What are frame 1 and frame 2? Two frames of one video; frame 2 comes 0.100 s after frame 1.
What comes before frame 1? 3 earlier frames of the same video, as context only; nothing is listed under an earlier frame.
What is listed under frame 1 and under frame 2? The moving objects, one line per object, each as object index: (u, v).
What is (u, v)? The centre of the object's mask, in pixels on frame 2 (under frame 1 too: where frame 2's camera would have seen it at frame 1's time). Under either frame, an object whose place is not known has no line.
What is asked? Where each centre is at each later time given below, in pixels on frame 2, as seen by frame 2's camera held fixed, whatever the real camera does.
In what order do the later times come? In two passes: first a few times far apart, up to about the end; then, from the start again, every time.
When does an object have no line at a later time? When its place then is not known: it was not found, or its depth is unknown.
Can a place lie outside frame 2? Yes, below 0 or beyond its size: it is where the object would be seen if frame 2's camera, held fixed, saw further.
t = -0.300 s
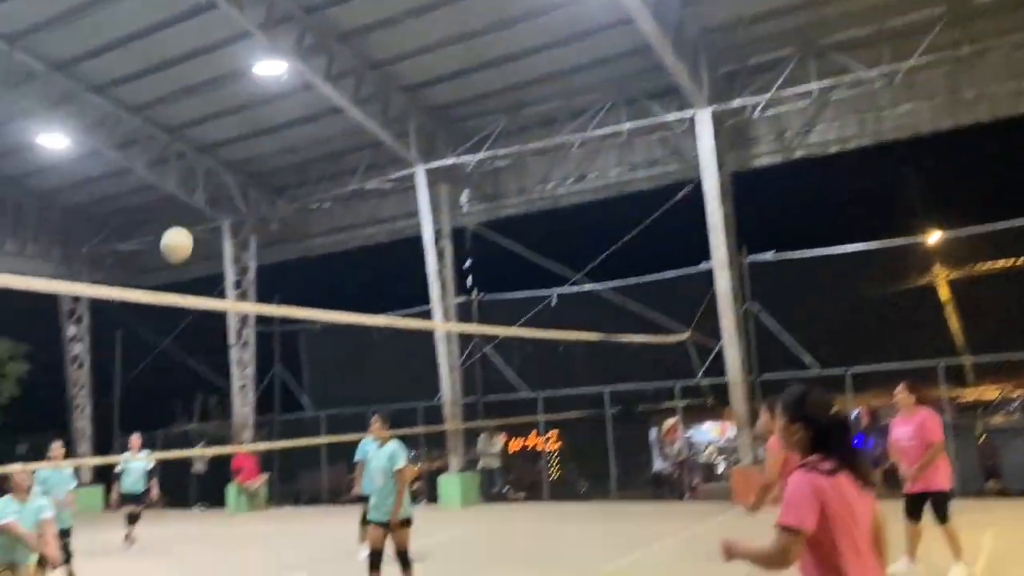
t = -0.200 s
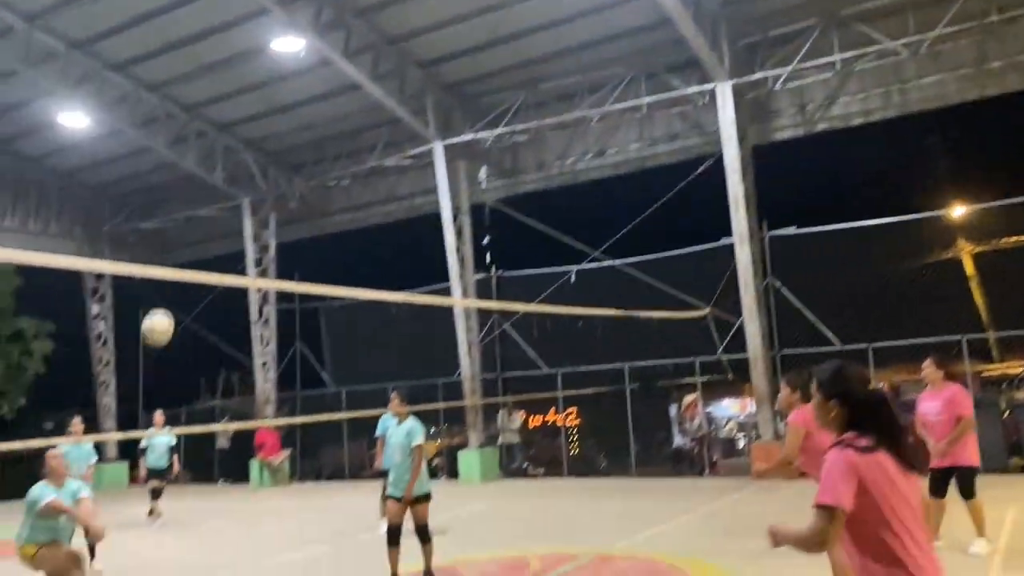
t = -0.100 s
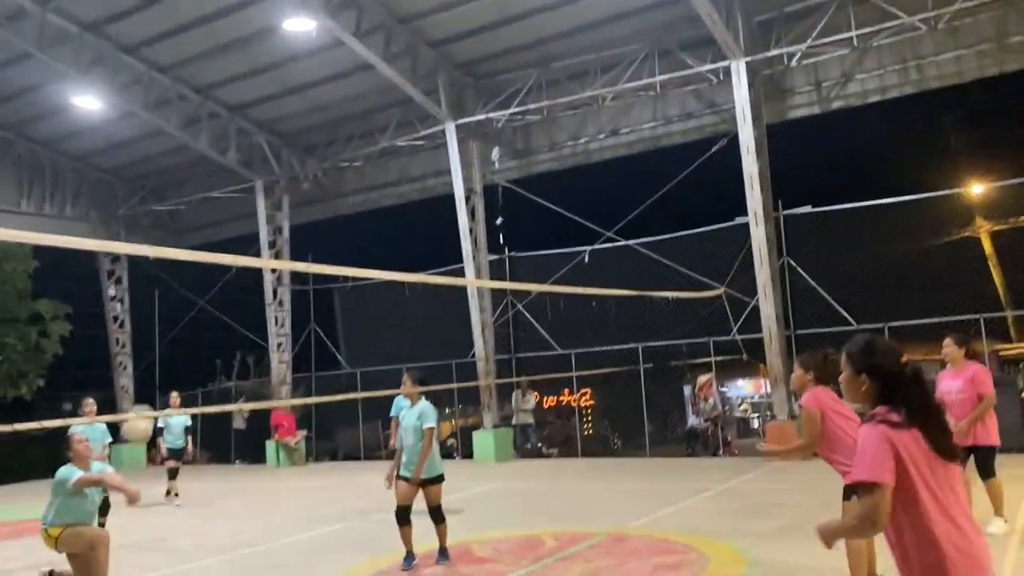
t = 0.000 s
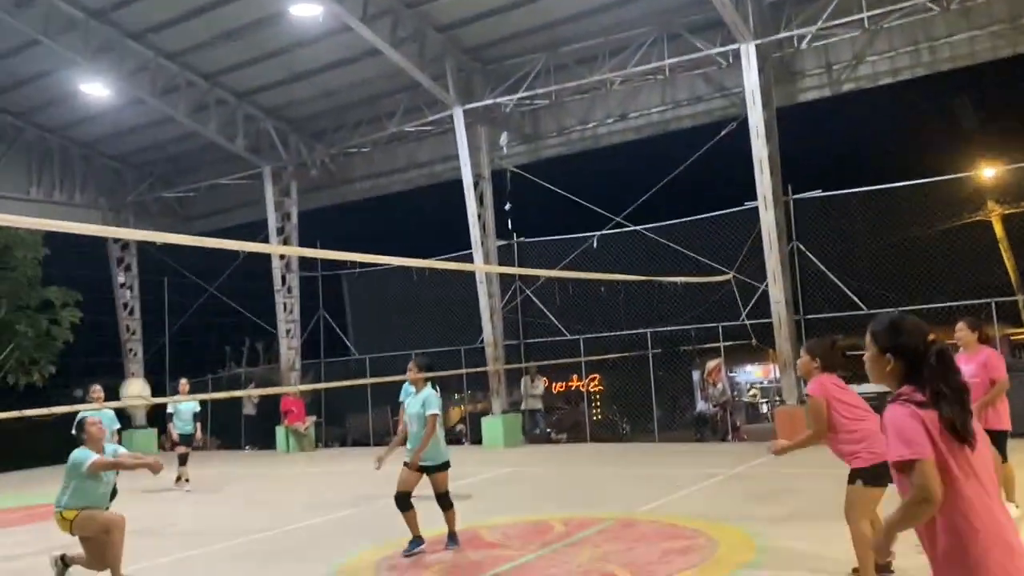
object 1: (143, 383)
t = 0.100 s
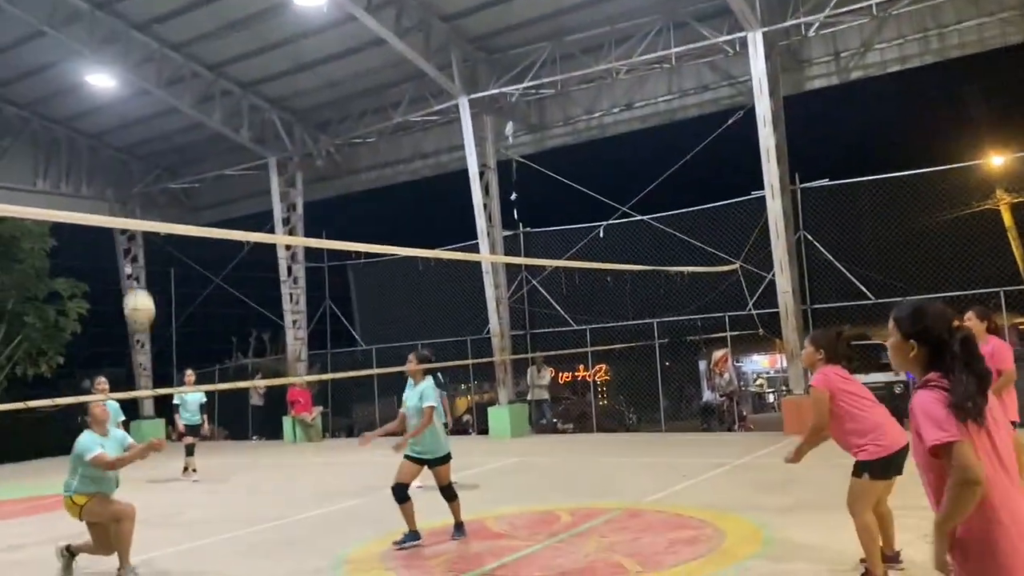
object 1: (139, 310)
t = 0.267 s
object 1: (134, 205)
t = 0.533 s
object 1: (132, 126)
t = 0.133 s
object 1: (138, 284)
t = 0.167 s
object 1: (136, 264)
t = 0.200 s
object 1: (135, 246)
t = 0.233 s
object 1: (135, 227)
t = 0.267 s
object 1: (134, 205)
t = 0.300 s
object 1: (134, 192)
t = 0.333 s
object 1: (134, 179)
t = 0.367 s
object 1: (134, 165)
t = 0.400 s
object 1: (134, 155)
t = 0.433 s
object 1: (134, 145)
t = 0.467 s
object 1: (134, 137)
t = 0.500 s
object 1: (132, 131)
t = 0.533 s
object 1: (132, 126)
